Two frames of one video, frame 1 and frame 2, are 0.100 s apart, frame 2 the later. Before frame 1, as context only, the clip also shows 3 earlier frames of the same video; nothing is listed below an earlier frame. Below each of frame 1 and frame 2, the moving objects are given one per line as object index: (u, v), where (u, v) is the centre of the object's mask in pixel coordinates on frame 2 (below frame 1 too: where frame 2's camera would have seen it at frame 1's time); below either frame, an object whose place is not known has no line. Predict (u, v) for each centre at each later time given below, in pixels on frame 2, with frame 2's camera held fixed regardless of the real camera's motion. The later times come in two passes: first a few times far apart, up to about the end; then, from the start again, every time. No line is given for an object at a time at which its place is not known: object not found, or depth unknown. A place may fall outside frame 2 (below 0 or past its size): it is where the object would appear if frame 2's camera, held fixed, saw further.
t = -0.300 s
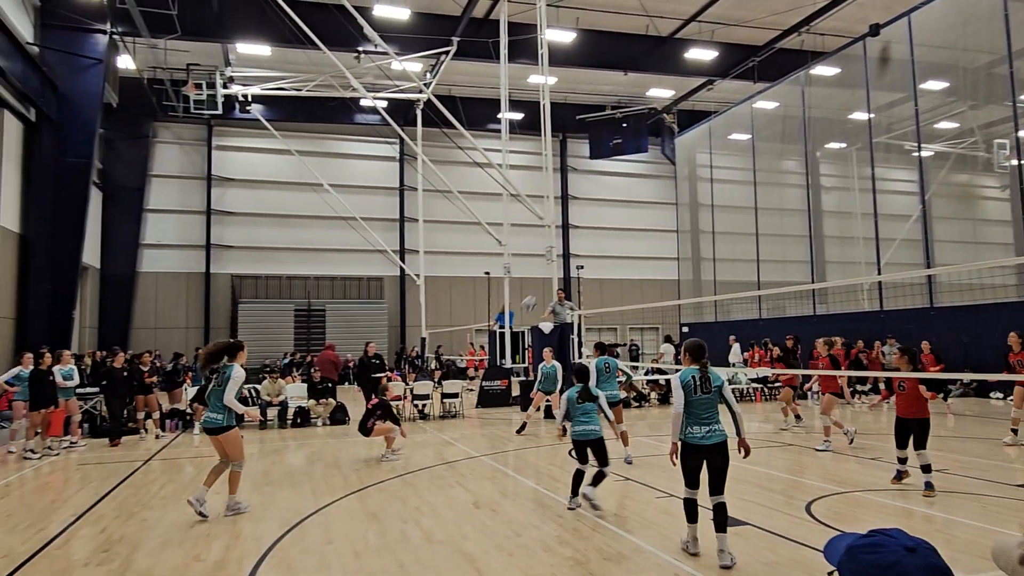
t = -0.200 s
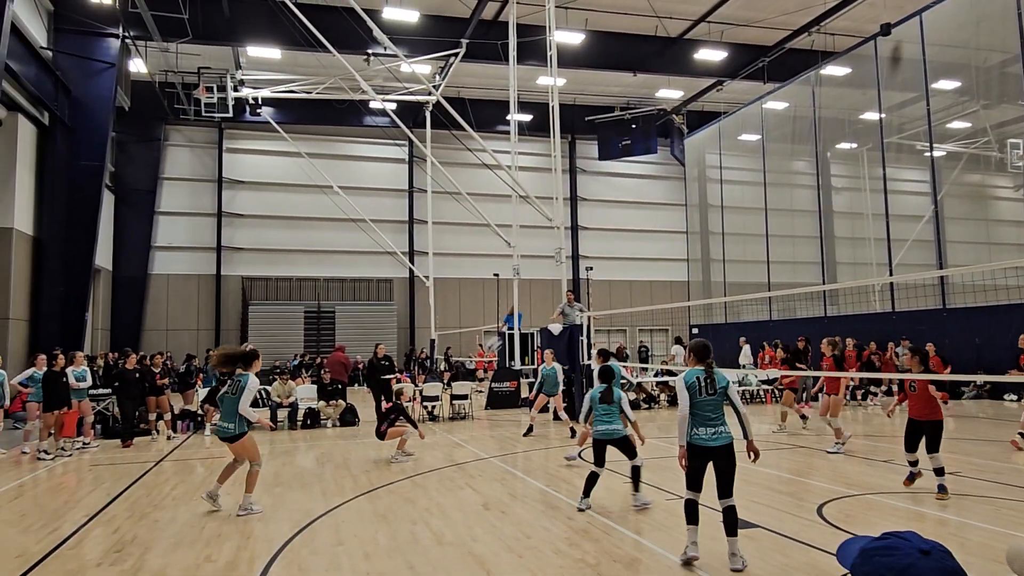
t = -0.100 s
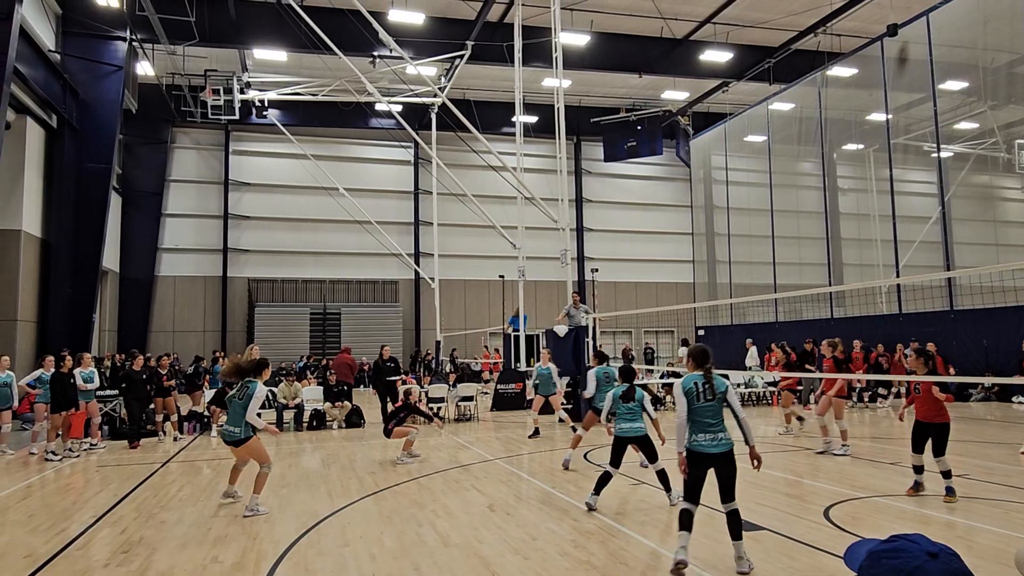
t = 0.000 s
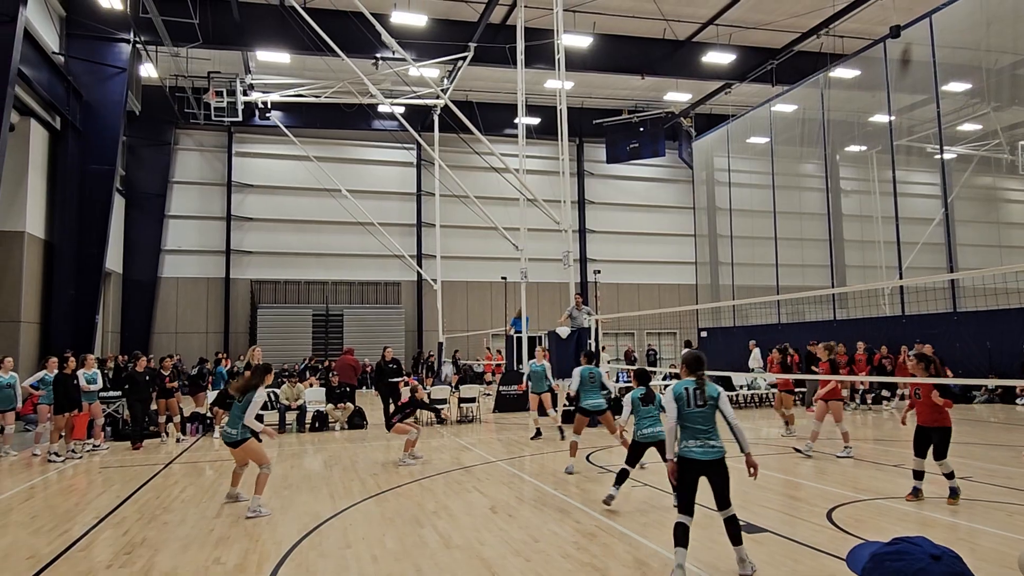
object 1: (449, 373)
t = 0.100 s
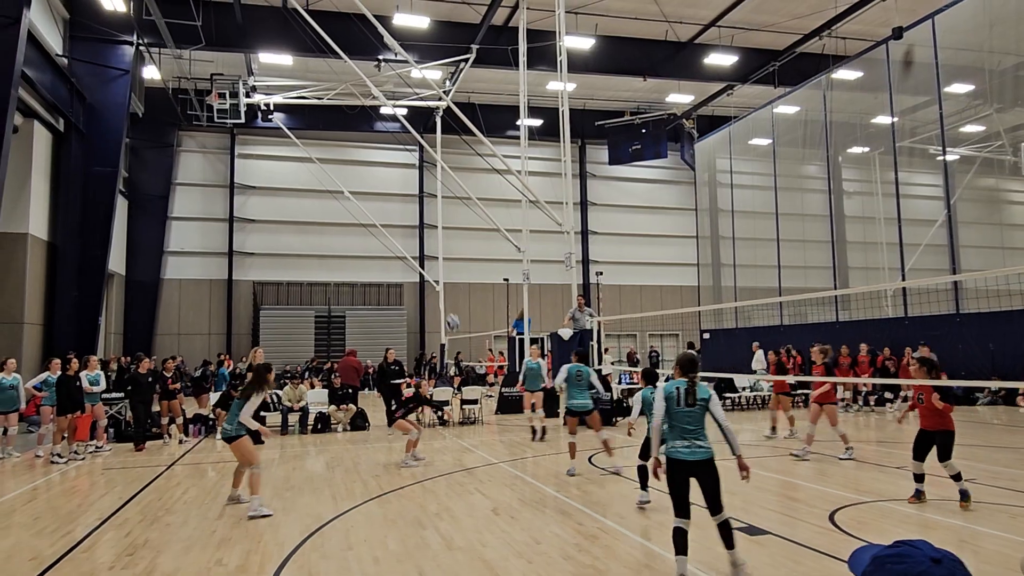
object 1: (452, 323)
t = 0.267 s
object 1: (457, 248)
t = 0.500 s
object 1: (463, 169)
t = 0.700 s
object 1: (469, 127)
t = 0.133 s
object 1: (454, 306)
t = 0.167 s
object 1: (455, 290)
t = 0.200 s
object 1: (455, 276)
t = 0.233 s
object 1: (456, 261)
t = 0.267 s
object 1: (457, 248)
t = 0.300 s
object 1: (458, 234)
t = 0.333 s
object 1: (460, 223)
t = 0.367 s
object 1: (460, 210)
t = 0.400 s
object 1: (461, 199)
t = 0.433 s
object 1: (461, 189)
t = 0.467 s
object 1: (463, 178)
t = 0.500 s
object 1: (463, 169)
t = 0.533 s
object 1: (465, 160)
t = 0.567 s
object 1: (465, 152)
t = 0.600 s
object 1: (466, 144)
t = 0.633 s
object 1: (467, 138)
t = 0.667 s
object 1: (467, 132)
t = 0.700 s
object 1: (469, 127)
